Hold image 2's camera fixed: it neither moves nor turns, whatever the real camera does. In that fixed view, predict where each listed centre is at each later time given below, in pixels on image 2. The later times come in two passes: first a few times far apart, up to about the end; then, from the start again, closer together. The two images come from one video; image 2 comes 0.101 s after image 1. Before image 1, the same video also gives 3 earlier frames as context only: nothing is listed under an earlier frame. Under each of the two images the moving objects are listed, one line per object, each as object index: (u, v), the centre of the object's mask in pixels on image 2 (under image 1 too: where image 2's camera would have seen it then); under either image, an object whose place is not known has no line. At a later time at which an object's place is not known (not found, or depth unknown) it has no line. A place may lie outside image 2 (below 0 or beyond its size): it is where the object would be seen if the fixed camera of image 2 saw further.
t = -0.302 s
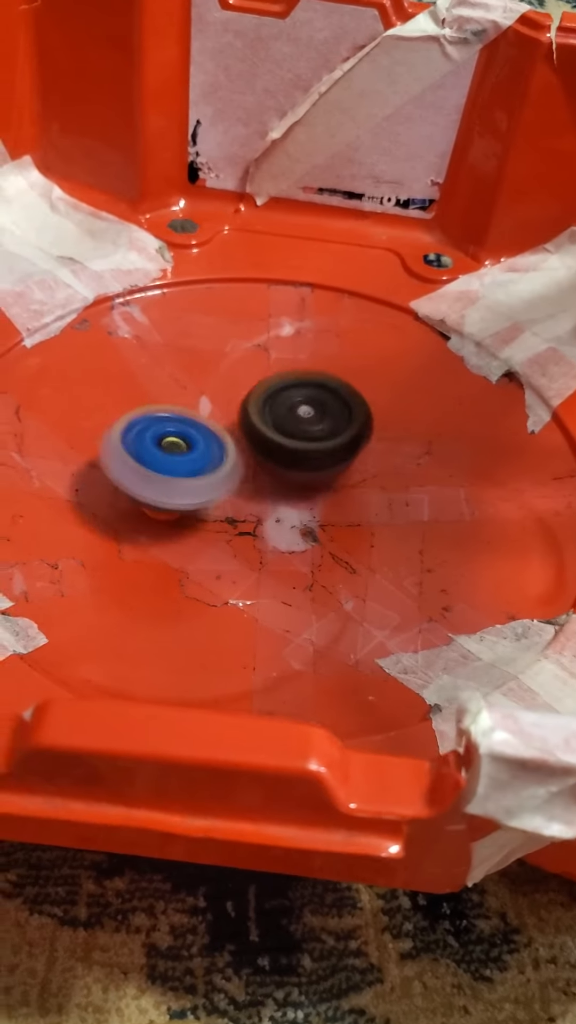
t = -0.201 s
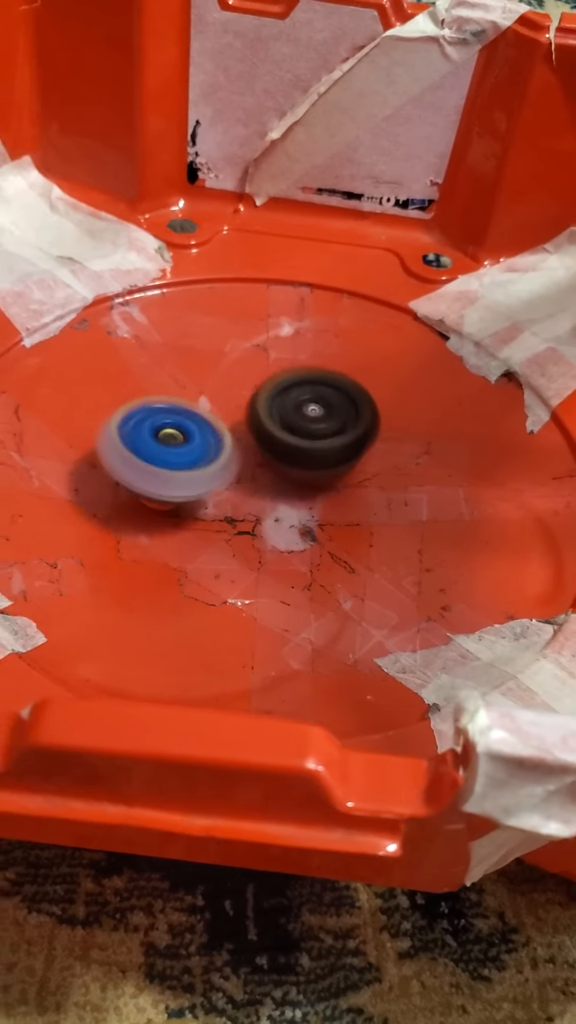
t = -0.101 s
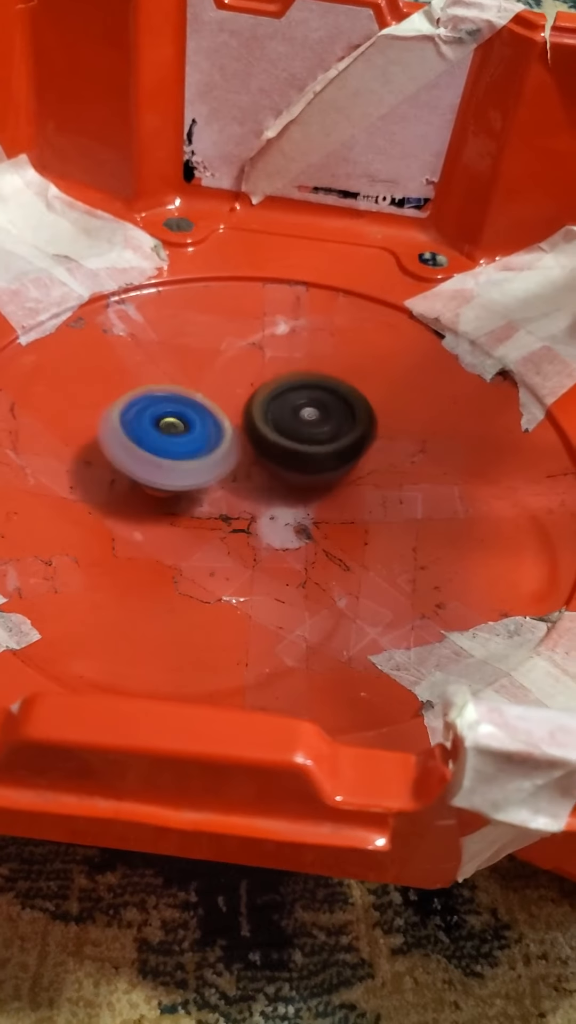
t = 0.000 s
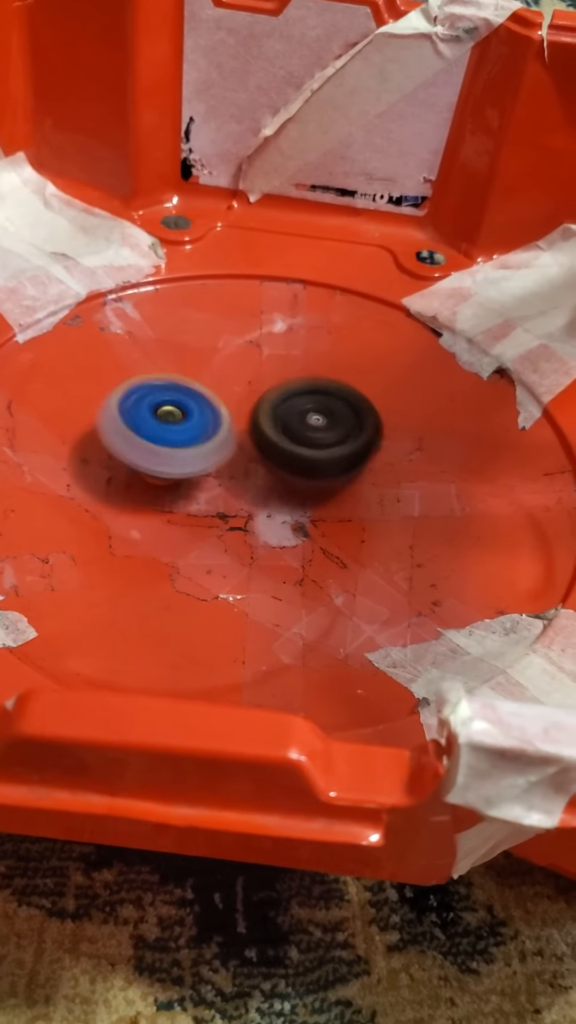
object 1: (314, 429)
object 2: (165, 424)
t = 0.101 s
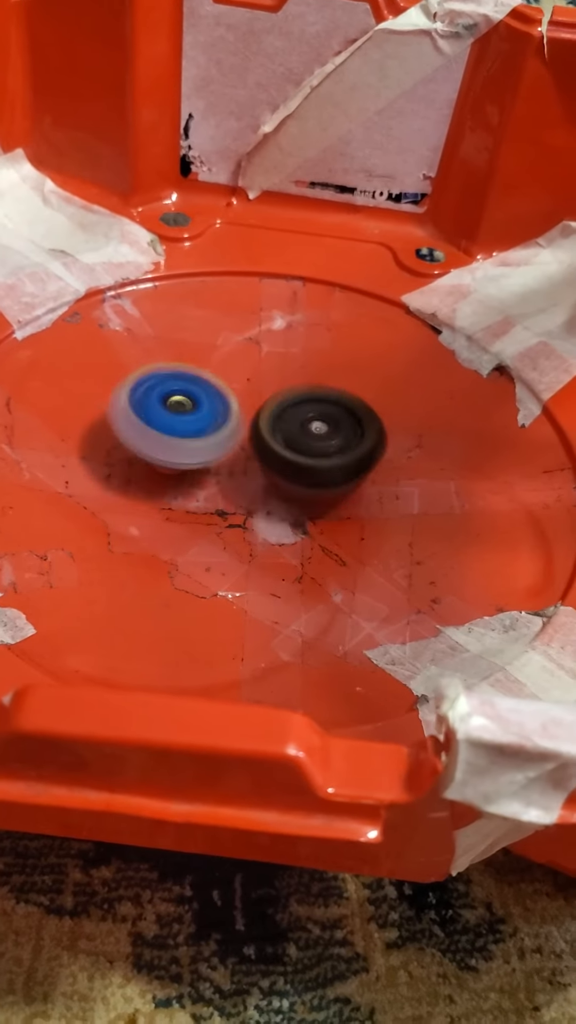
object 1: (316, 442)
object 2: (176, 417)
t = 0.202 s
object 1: (319, 454)
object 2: (184, 409)
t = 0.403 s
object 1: (326, 481)
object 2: (198, 396)
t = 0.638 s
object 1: (309, 484)
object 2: (225, 387)
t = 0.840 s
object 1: (313, 489)
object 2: (247, 380)
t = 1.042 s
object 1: (326, 486)
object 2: (240, 367)
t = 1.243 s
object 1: (324, 493)
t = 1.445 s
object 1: (311, 512)
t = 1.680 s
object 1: (272, 488)
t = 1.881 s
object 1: (243, 494)
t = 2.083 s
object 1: (203, 483)
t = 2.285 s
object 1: (181, 465)
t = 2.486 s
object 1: (196, 467)
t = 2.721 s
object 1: (206, 483)
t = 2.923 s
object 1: (205, 485)
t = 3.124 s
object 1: (190, 478)
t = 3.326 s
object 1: (186, 457)
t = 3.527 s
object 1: (172, 443)
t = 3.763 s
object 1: (170, 428)
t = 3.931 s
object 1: (171, 422)
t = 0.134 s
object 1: (316, 446)
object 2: (178, 415)
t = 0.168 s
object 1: (318, 451)
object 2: (180, 412)
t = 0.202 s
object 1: (319, 454)
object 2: (184, 409)
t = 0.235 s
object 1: (320, 459)
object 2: (186, 407)
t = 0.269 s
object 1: (325, 465)
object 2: (185, 403)
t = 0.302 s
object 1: (327, 469)
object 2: (188, 400)
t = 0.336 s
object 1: (328, 473)
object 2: (191, 398)
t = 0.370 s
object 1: (328, 477)
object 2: (194, 397)
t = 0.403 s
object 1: (326, 481)
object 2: (198, 396)
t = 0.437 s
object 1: (321, 483)
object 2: (204, 397)
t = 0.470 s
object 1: (314, 485)
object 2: (210, 398)
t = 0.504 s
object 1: (307, 486)
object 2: (214, 399)
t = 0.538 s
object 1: (300, 484)
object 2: (218, 398)
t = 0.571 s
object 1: (301, 479)
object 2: (221, 393)
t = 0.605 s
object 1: (306, 482)
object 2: (223, 390)
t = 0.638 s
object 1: (309, 484)
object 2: (225, 387)
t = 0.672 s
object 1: (307, 483)
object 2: (229, 385)
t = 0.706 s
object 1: (304, 480)
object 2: (232, 385)
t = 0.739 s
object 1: (307, 481)
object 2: (236, 387)
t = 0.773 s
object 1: (307, 484)
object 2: (239, 389)
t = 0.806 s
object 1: (309, 484)
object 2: (243, 390)
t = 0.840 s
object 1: (313, 489)
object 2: (247, 380)
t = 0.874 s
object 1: (316, 490)
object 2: (246, 372)
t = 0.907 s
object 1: (316, 486)
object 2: (246, 367)
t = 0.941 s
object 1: (317, 484)
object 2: (246, 365)
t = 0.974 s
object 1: (320, 483)
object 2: (244, 364)
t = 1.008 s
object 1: (323, 485)
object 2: (240, 364)
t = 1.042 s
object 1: (326, 486)
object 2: (240, 367)
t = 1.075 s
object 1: (328, 488)
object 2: (239, 371)
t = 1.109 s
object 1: (329, 489)
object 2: (241, 374)
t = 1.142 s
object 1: (329, 491)
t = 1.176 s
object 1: (328, 493)
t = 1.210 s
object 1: (326, 493)
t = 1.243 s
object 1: (324, 493)
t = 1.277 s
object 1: (322, 492)
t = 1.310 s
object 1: (323, 500)
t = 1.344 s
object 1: (324, 506)
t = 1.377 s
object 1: (321, 510)
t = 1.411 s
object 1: (316, 512)
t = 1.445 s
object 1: (311, 512)
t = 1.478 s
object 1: (306, 511)
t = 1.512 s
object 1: (300, 508)
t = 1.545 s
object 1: (293, 504)
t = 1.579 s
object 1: (286, 501)
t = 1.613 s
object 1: (280, 496)
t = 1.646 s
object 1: (275, 492)
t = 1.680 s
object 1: (272, 488)
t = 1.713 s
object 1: (271, 489)
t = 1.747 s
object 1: (267, 490)
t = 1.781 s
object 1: (263, 491)
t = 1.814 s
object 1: (257, 493)
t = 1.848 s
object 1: (249, 493)
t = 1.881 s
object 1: (243, 494)
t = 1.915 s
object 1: (236, 493)
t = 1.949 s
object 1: (229, 491)
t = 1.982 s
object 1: (222, 489)
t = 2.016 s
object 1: (214, 487)
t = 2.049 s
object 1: (208, 486)
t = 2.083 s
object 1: (203, 483)
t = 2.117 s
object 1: (199, 480)
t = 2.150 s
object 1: (194, 480)
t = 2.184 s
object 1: (191, 477)
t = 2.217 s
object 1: (187, 474)
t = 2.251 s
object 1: (183, 470)
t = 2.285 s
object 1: (181, 465)
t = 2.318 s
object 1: (180, 462)
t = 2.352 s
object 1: (178, 464)
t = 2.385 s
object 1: (181, 463)
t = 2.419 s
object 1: (184, 466)
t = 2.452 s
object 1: (190, 465)
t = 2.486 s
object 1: (196, 467)
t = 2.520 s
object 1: (204, 470)
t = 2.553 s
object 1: (206, 474)
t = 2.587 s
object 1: (205, 477)
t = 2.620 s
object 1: (205, 479)
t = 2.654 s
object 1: (204, 481)
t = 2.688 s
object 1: (205, 483)
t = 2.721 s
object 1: (206, 483)
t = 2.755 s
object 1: (207, 484)
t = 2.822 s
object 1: (210, 484)
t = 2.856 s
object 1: (210, 484)
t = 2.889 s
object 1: (207, 485)
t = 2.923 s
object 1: (205, 485)
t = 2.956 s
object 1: (203, 484)
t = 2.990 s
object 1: (202, 484)
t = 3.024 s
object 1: (201, 483)
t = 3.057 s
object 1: (199, 482)
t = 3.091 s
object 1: (195, 480)
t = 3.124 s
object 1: (190, 478)
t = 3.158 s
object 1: (186, 475)
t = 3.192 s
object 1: (182, 471)
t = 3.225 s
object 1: (181, 468)
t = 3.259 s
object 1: (183, 462)
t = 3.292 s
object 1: (188, 459)
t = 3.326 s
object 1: (186, 457)
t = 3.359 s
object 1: (183, 455)
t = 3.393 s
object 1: (183, 451)
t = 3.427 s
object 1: (179, 448)
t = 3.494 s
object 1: (173, 445)
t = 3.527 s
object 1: (172, 443)
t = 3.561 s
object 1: (173, 442)
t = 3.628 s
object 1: (169, 436)
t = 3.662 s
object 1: (167, 433)
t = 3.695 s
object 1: (167, 431)
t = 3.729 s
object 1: (170, 429)
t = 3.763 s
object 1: (170, 428)
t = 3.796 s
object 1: (168, 426)
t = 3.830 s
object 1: (167, 425)
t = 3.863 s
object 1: (166, 424)
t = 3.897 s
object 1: (168, 423)
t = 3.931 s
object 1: (171, 422)
